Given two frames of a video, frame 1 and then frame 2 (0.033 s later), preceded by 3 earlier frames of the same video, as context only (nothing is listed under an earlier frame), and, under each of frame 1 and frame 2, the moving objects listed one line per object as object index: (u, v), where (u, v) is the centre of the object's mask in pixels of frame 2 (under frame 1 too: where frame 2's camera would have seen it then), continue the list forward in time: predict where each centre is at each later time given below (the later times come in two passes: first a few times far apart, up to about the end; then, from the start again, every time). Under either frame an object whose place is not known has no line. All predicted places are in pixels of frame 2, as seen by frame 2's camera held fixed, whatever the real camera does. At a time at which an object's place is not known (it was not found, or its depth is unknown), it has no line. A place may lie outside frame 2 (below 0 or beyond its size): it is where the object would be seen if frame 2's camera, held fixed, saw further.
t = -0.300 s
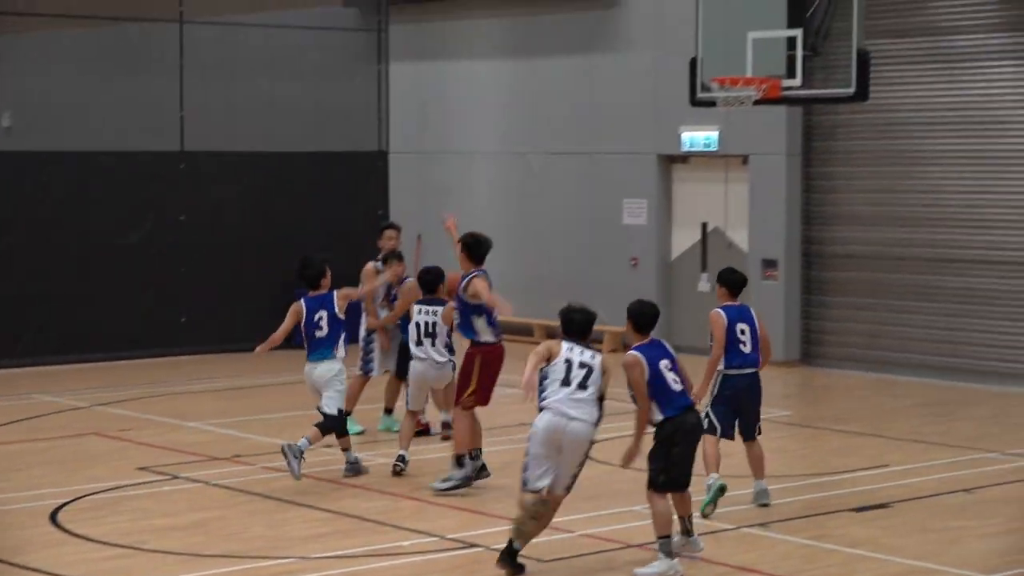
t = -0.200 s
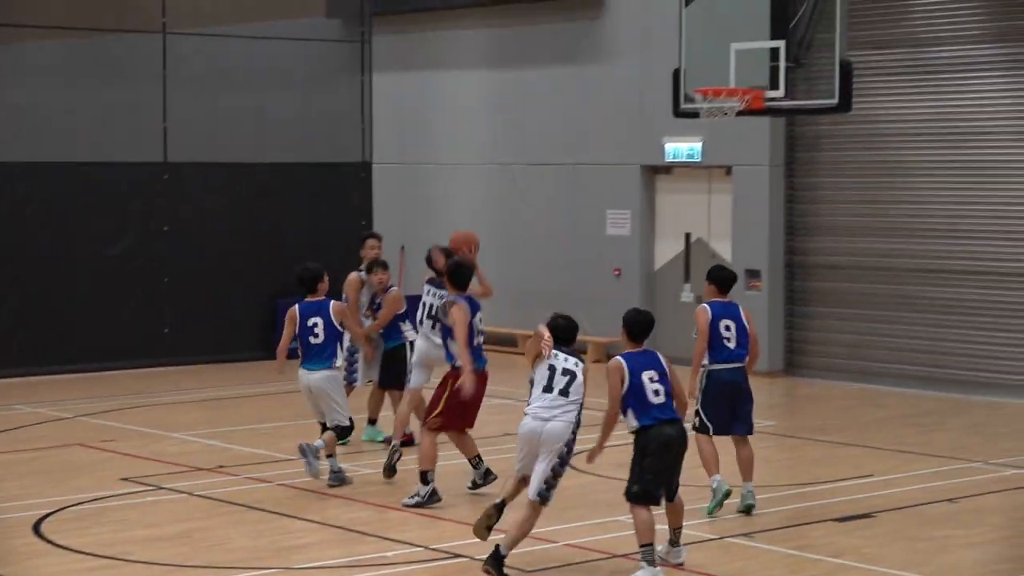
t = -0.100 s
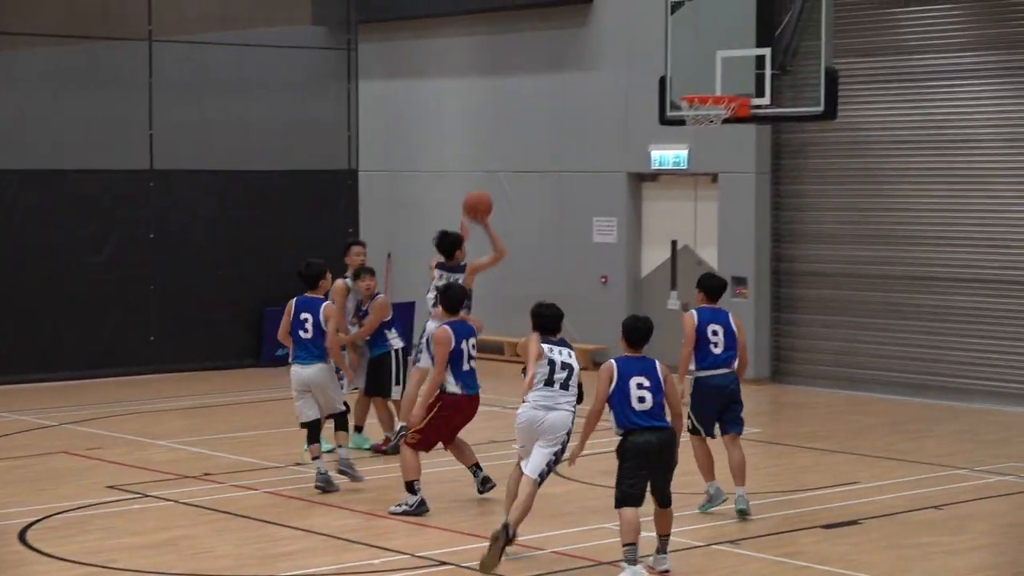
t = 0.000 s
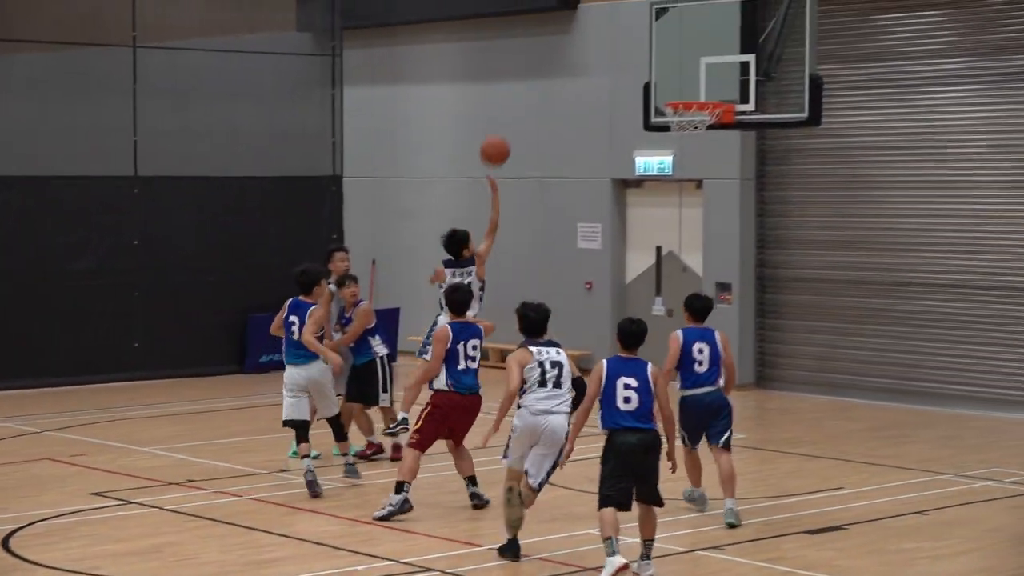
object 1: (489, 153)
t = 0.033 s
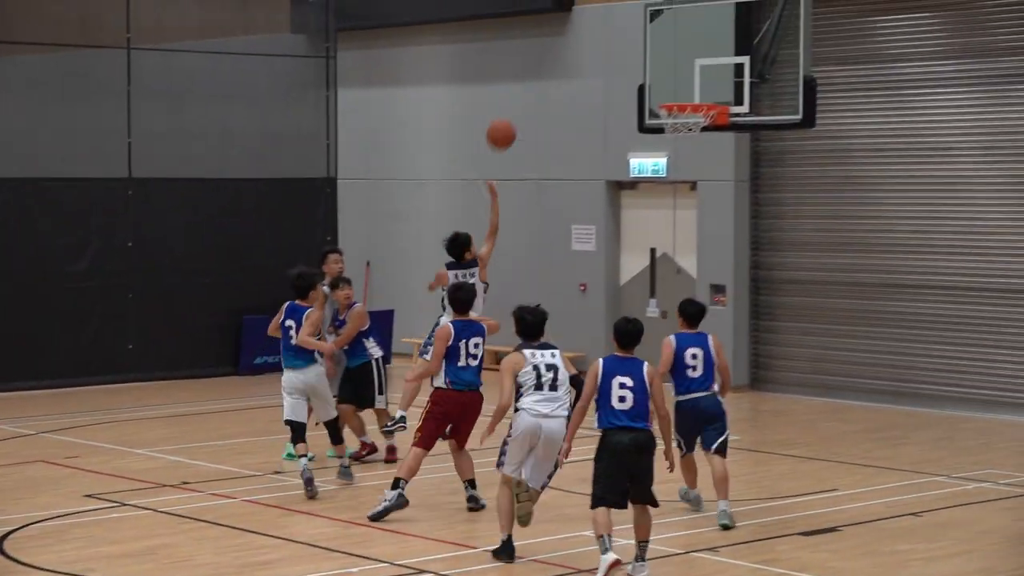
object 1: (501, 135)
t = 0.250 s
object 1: (576, 48)
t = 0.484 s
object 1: (654, 20)
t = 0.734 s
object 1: (663, 56)
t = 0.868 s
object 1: (637, 103)
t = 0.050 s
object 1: (507, 126)
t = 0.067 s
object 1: (513, 117)
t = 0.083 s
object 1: (518, 109)
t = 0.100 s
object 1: (524, 102)
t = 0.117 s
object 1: (530, 94)
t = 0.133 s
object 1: (536, 87)
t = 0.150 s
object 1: (541, 81)
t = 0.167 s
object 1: (548, 74)
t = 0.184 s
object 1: (553, 68)
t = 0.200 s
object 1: (559, 63)
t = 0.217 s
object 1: (565, 58)
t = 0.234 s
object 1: (571, 52)
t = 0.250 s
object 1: (576, 48)
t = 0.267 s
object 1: (582, 44)
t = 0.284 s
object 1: (587, 40)
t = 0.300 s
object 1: (593, 37)
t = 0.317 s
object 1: (599, 34)
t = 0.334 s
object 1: (604, 31)
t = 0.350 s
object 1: (610, 28)
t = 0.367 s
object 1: (615, 26)
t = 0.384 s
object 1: (621, 24)
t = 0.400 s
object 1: (626, 23)
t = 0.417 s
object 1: (632, 22)
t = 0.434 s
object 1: (638, 20)
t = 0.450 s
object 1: (643, 20)
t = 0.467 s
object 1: (649, 20)
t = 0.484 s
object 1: (654, 20)
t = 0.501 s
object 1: (659, 20)
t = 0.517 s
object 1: (664, 21)
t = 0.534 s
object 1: (670, 22)
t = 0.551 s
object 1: (675, 24)
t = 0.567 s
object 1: (681, 26)
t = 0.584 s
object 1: (686, 28)
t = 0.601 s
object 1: (688, 30)
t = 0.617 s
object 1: (685, 32)
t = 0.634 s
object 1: (682, 34)
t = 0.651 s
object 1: (679, 37)
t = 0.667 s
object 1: (675, 40)
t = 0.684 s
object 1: (672, 43)
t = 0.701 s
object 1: (669, 47)
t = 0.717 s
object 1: (666, 51)
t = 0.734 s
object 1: (663, 56)
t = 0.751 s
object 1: (660, 60)
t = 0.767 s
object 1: (656, 66)
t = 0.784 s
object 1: (653, 71)
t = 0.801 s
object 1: (650, 77)
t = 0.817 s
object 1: (647, 83)
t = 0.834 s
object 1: (644, 90)
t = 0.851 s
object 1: (640, 96)
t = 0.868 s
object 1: (637, 103)
